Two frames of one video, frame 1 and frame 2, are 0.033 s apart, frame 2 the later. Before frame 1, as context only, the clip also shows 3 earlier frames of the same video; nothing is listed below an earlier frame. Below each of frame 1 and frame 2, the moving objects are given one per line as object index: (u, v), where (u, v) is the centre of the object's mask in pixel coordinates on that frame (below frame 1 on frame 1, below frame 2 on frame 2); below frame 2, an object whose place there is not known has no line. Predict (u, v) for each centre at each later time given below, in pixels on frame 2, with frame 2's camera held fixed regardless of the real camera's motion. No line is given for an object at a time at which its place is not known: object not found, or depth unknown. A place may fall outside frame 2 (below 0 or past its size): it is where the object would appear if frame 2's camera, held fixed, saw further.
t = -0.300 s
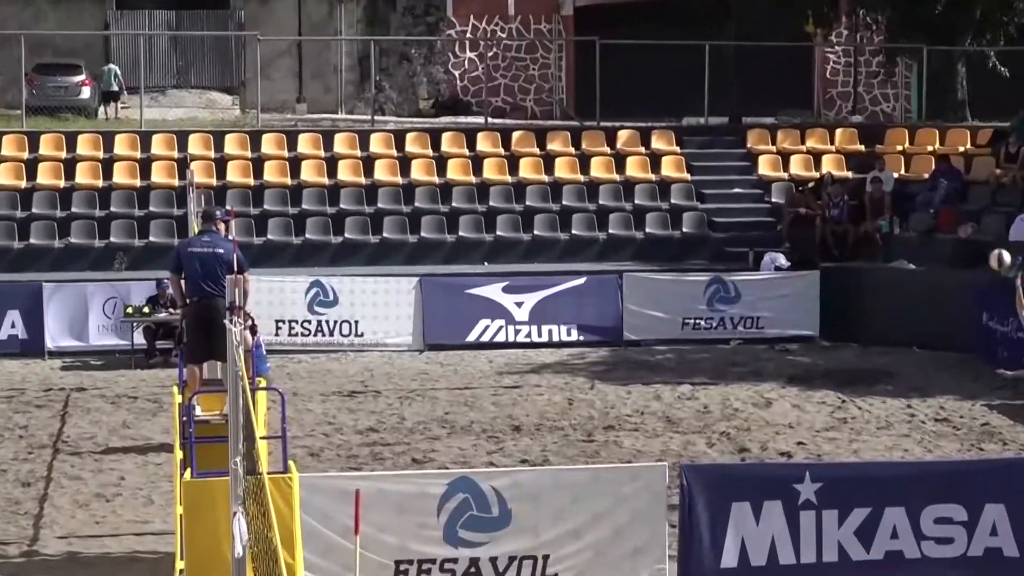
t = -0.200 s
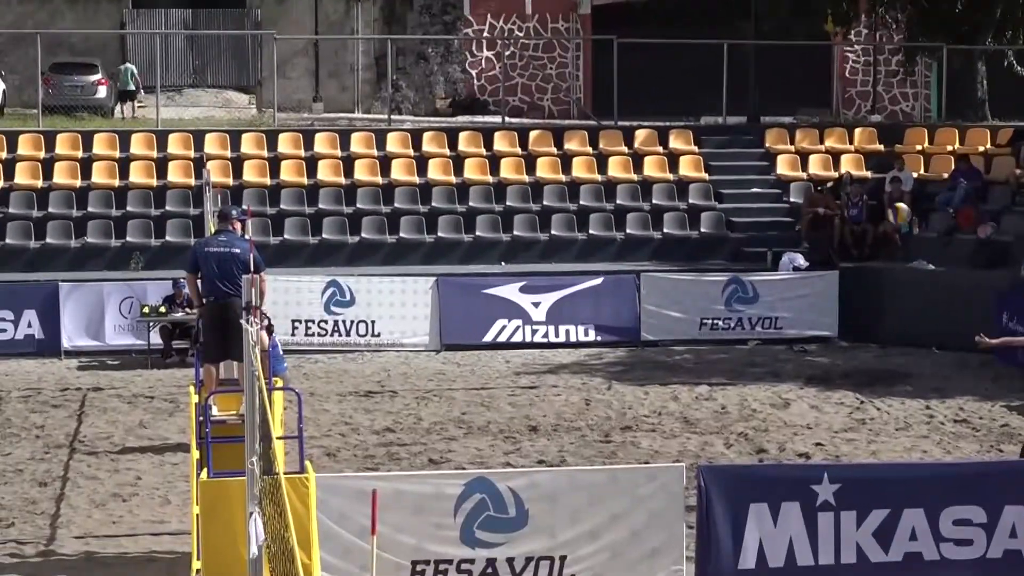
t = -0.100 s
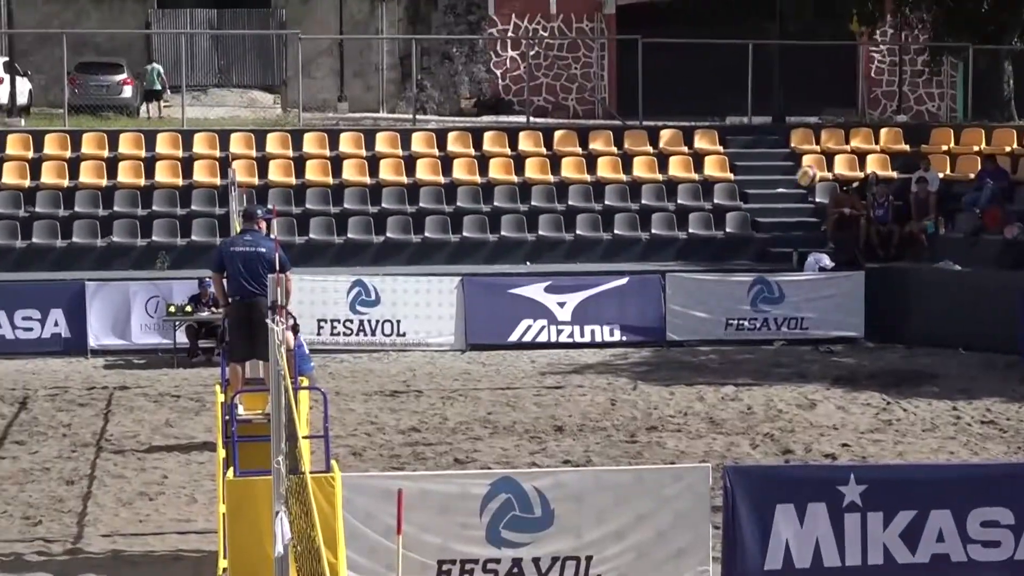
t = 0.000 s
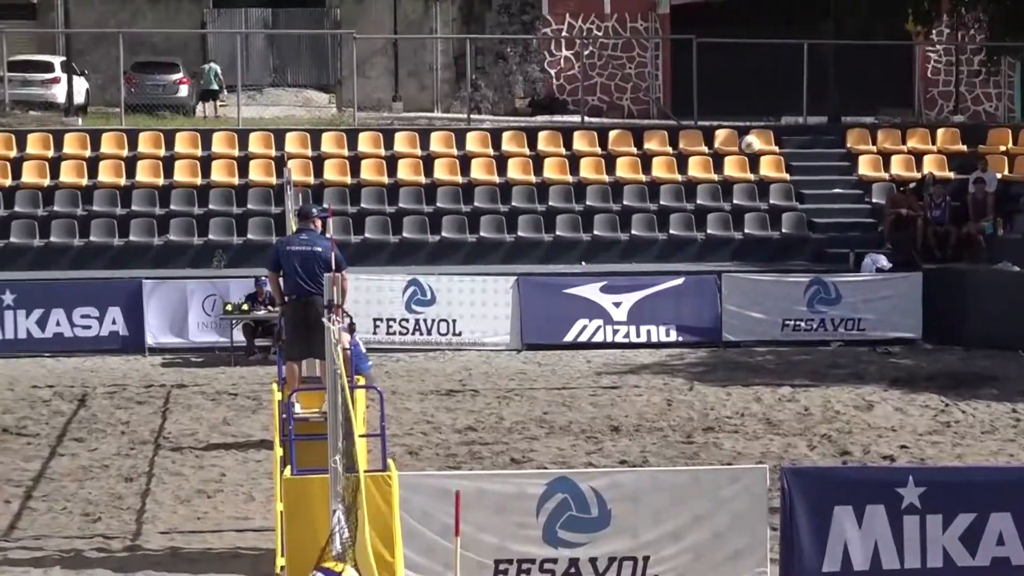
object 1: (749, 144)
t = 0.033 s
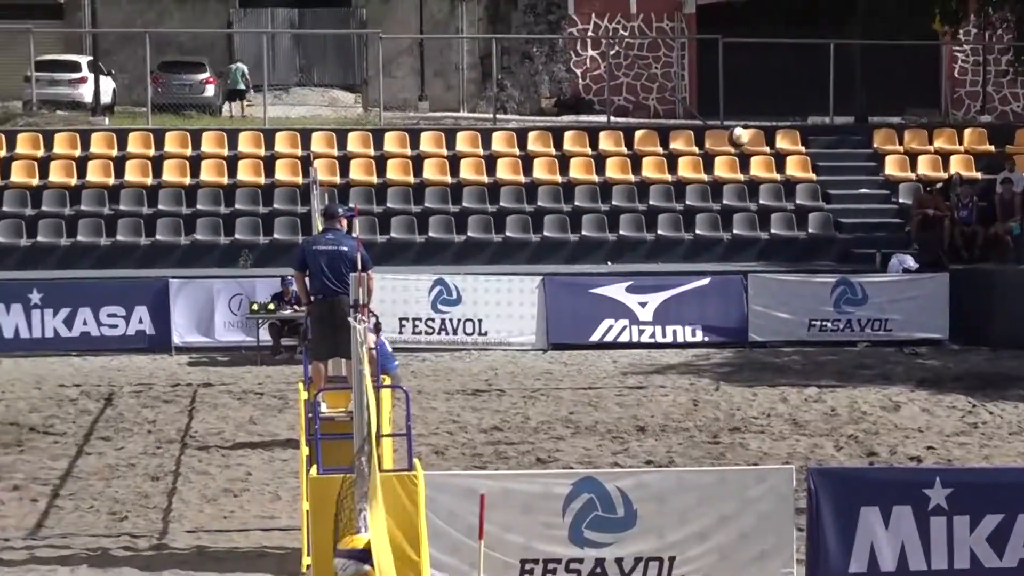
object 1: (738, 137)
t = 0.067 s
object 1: (706, 132)
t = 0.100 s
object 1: (676, 128)
